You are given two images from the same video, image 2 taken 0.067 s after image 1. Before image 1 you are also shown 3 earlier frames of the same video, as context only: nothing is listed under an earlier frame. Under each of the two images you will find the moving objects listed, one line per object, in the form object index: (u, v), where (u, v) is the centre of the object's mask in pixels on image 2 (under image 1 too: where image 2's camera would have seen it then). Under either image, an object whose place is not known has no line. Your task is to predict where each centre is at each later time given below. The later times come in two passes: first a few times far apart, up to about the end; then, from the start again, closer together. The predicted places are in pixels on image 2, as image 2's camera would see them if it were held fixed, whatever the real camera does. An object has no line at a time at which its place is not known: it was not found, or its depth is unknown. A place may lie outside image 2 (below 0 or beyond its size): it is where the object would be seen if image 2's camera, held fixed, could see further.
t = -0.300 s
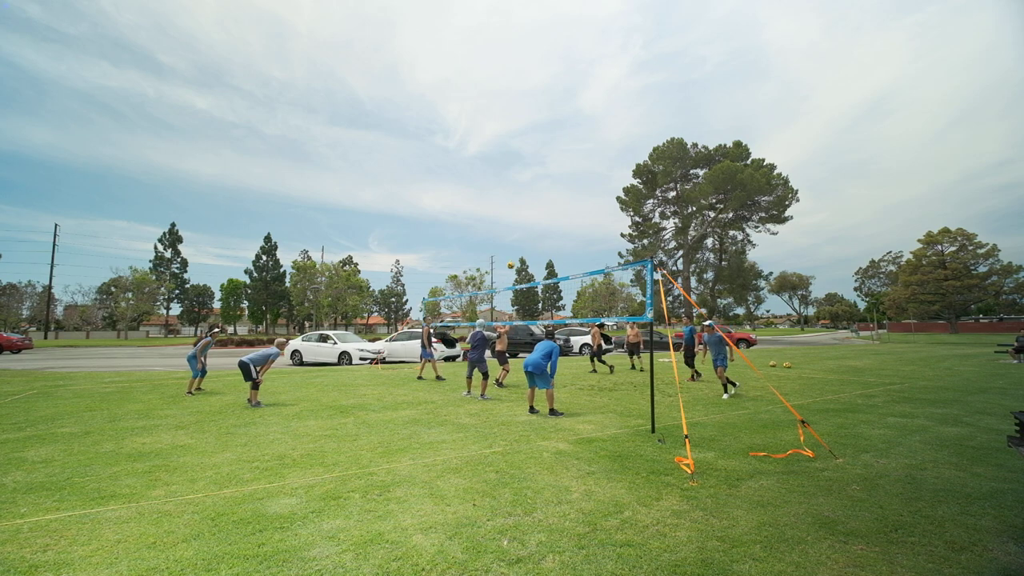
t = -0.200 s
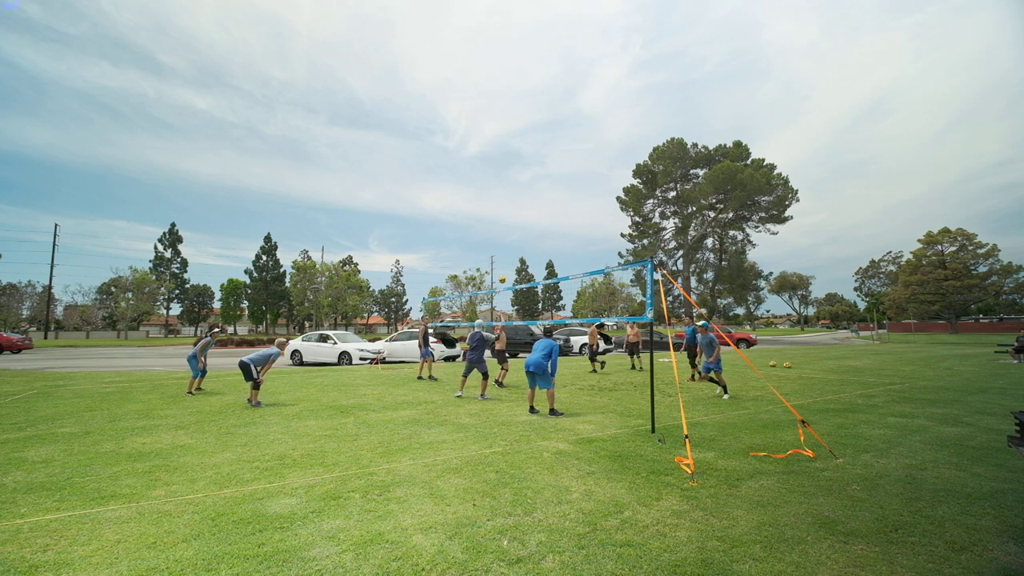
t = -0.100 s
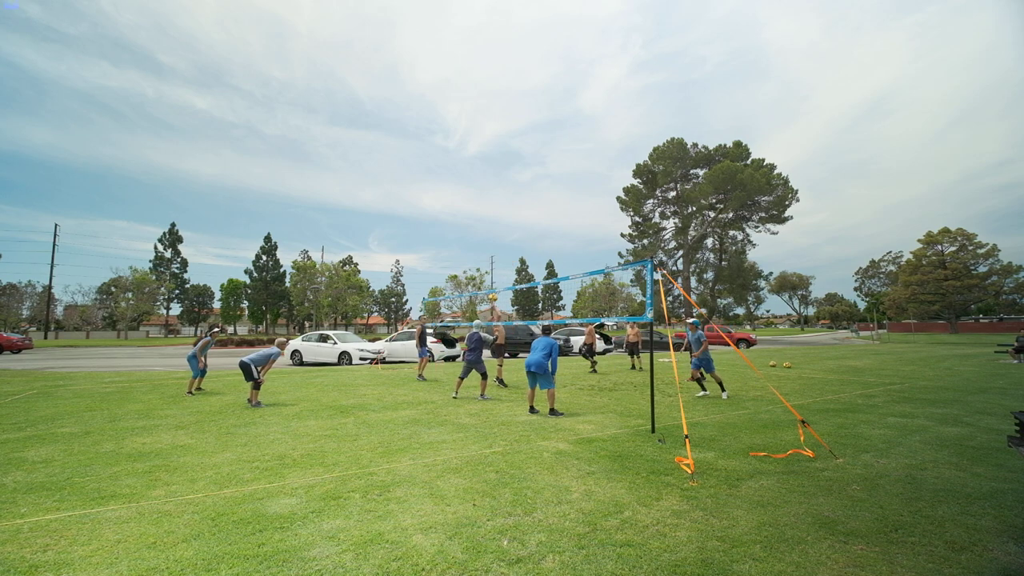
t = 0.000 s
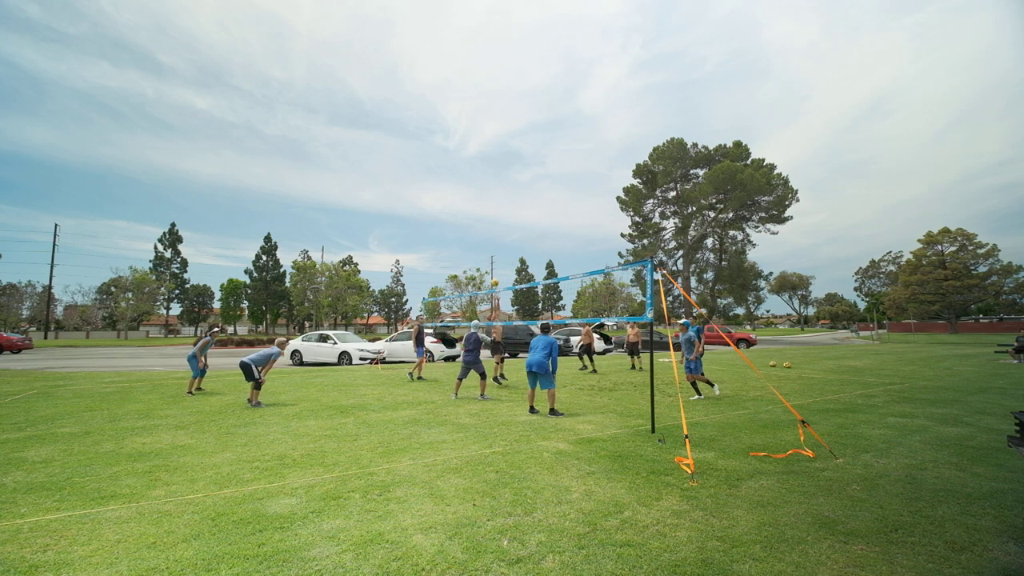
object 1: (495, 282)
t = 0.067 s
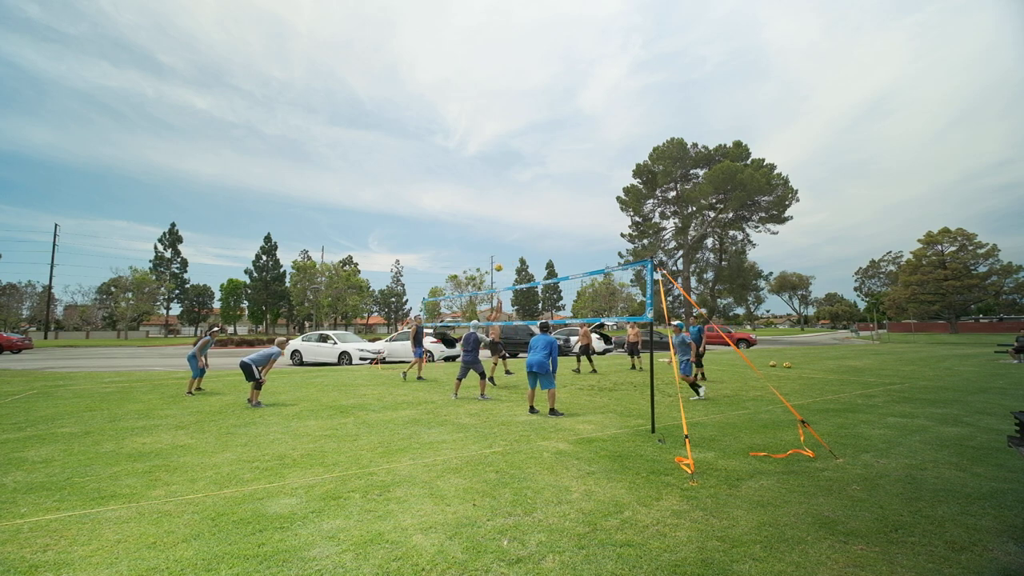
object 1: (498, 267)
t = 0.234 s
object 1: (508, 237)
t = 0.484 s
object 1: (522, 211)
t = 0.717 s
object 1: (536, 209)
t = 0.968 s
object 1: (551, 230)
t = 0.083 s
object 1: (499, 264)
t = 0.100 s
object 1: (500, 260)
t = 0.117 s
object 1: (501, 257)
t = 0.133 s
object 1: (502, 254)
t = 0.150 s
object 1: (503, 251)
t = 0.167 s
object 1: (504, 248)
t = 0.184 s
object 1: (505, 245)
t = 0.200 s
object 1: (506, 242)
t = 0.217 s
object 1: (507, 239)
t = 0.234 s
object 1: (508, 237)
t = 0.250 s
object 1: (509, 234)
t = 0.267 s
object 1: (509, 232)
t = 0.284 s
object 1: (510, 230)
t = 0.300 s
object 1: (511, 228)
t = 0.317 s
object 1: (512, 226)
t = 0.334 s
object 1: (513, 224)
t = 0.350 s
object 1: (514, 222)
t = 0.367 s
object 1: (515, 220)
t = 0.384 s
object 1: (516, 218)
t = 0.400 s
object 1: (517, 217)
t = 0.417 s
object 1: (518, 216)
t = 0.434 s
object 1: (519, 214)
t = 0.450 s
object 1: (520, 213)
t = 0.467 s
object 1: (521, 212)
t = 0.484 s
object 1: (522, 211)
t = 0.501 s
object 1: (523, 210)
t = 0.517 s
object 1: (524, 210)
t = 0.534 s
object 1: (525, 209)
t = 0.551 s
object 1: (526, 209)
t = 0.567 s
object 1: (527, 208)
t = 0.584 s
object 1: (528, 208)
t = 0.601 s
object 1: (529, 207)
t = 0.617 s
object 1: (530, 207)
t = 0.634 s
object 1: (531, 207)
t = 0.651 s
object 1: (532, 207)
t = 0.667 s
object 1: (533, 208)
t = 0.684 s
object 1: (534, 208)
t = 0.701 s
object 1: (535, 208)
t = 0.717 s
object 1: (536, 209)
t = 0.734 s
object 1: (537, 209)
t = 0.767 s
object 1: (539, 211)
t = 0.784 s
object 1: (540, 212)
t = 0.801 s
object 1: (541, 213)
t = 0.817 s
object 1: (542, 214)
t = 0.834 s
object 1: (543, 215)
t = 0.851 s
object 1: (544, 217)
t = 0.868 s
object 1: (545, 219)
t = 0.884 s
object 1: (546, 220)
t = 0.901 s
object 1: (547, 222)
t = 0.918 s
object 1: (548, 224)
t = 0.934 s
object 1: (549, 226)
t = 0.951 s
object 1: (550, 228)
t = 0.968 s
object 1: (551, 230)
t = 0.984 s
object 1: (552, 232)
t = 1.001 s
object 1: (553, 235)
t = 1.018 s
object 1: (554, 237)
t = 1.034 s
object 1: (555, 240)
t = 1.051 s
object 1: (556, 243)
